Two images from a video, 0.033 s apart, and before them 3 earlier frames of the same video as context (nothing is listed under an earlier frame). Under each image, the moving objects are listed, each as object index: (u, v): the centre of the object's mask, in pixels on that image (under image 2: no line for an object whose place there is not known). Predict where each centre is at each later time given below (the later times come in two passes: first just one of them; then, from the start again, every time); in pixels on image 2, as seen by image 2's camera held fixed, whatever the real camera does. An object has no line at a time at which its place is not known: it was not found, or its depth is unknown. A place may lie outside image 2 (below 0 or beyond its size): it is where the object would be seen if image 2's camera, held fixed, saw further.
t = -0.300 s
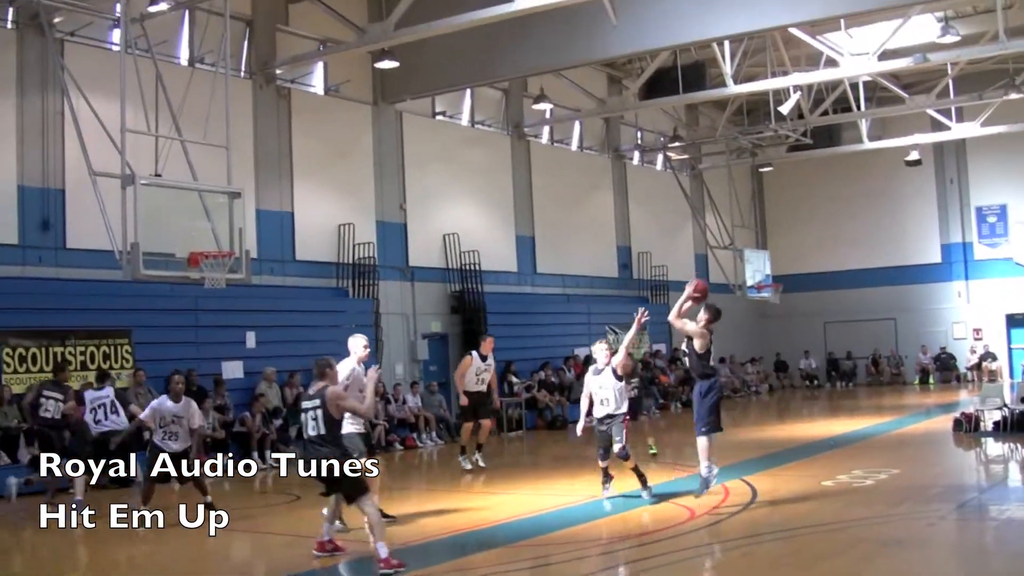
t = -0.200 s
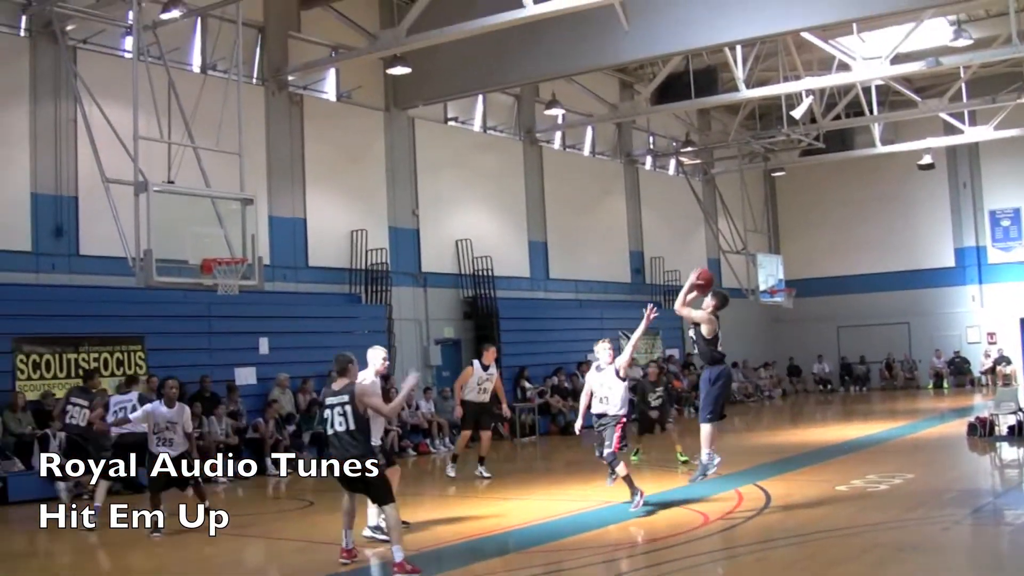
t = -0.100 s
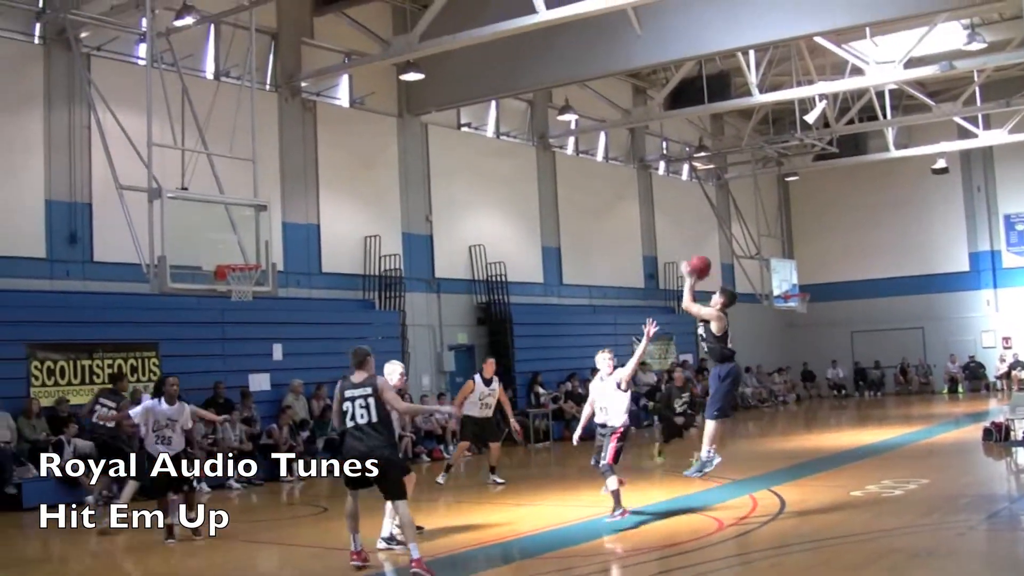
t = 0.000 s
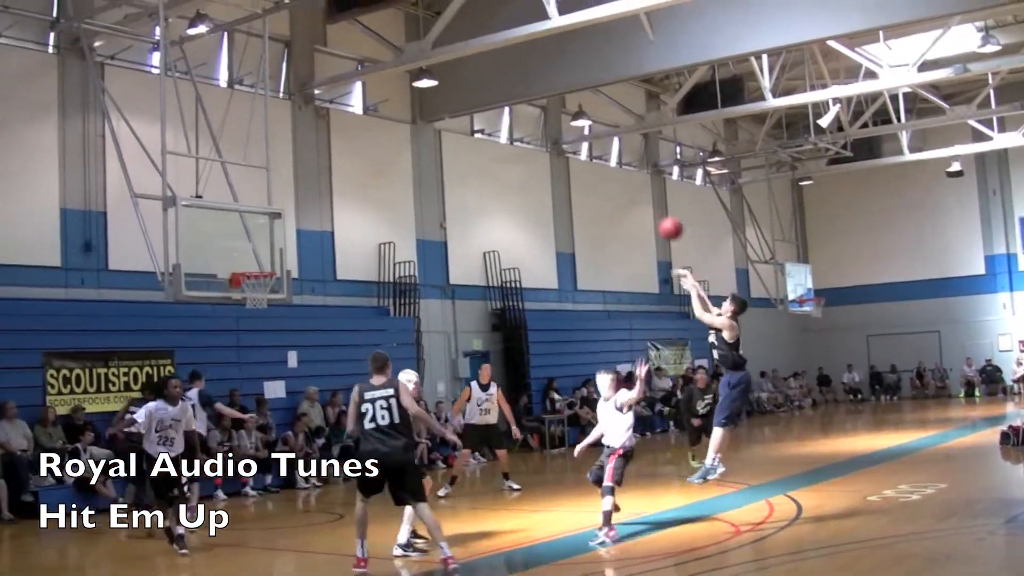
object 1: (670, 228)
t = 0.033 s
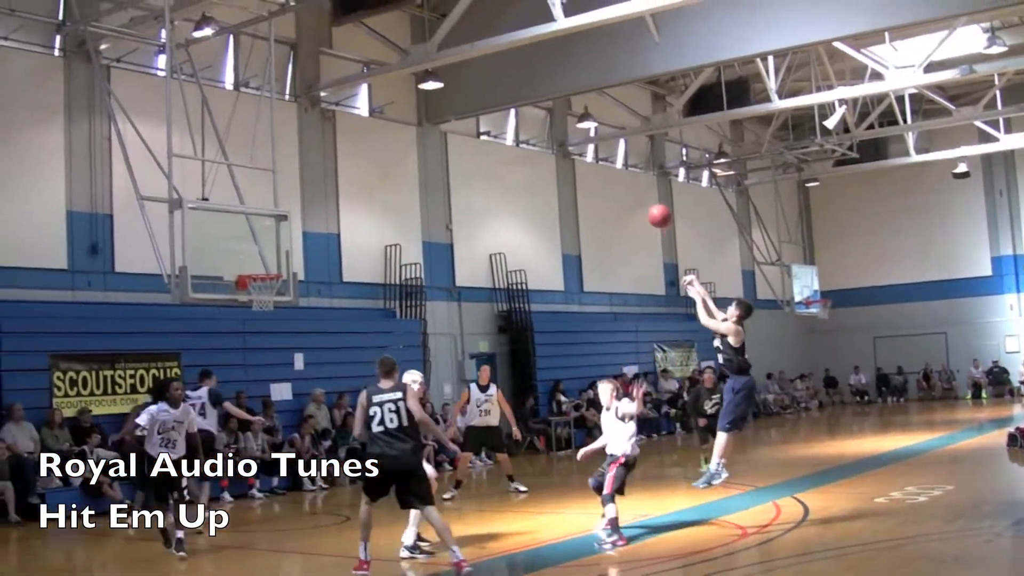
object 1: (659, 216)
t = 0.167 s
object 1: (592, 172)
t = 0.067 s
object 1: (642, 203)
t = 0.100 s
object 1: (625, 191)
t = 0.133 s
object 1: (609, 180)
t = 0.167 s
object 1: (592, 172)
